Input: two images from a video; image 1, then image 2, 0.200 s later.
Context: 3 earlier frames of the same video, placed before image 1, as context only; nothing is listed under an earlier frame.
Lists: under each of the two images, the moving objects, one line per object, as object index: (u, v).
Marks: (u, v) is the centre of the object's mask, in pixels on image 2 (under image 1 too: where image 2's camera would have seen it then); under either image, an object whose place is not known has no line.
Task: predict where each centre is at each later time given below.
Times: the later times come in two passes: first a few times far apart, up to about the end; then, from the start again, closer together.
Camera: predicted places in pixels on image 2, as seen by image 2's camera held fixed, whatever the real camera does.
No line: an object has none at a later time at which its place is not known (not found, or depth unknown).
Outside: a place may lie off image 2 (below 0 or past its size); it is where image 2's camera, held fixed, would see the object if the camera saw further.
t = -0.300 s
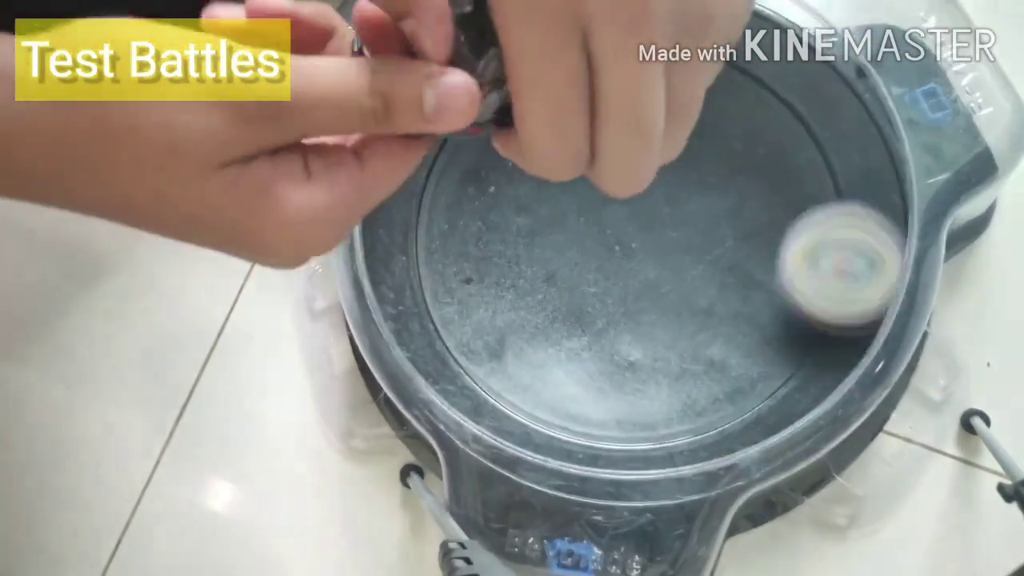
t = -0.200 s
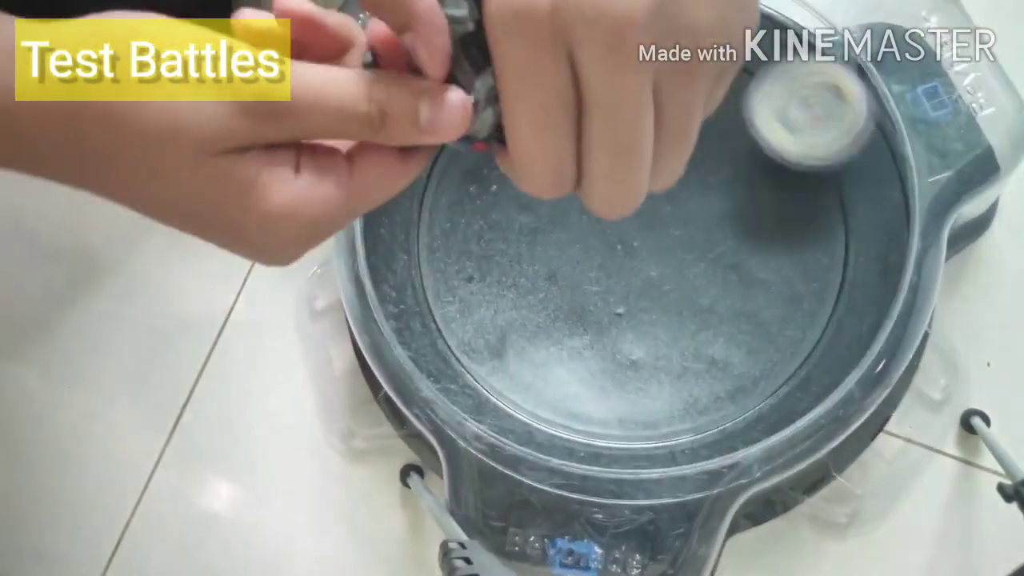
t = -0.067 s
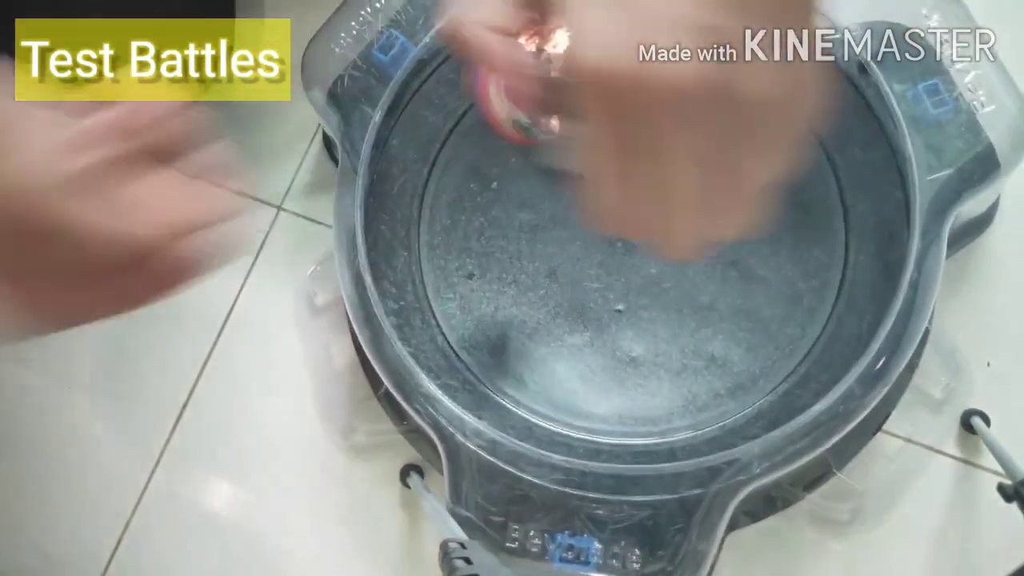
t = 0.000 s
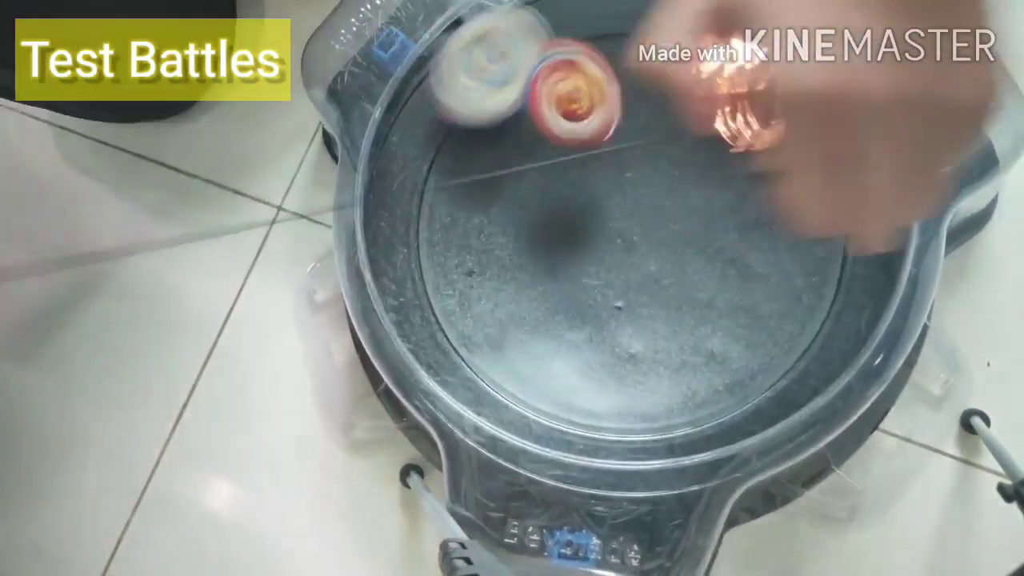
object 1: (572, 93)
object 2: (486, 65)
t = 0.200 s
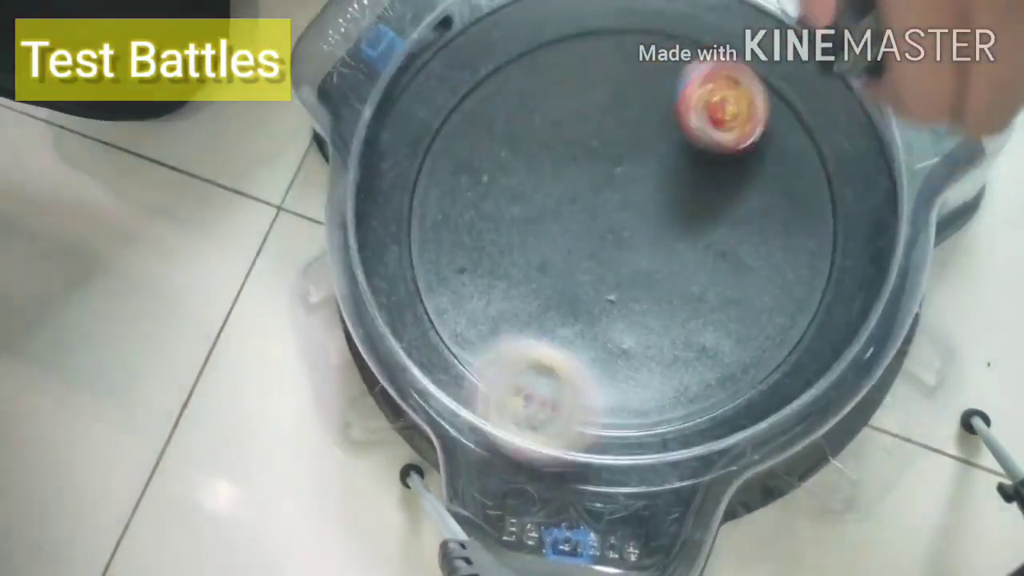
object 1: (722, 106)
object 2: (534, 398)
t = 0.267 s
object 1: (756, 115)
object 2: (683, 412)
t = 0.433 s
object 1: (734, 160)
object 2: (838, 200)
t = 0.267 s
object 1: (756, 115)
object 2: (683, 412)
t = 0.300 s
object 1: (762, 122)
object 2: (741, 383)
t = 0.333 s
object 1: (764, 130)
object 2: (787, 347)
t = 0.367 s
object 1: (759, 140)
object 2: (819, 299)
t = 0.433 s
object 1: (734, 160)
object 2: (838, 200)
